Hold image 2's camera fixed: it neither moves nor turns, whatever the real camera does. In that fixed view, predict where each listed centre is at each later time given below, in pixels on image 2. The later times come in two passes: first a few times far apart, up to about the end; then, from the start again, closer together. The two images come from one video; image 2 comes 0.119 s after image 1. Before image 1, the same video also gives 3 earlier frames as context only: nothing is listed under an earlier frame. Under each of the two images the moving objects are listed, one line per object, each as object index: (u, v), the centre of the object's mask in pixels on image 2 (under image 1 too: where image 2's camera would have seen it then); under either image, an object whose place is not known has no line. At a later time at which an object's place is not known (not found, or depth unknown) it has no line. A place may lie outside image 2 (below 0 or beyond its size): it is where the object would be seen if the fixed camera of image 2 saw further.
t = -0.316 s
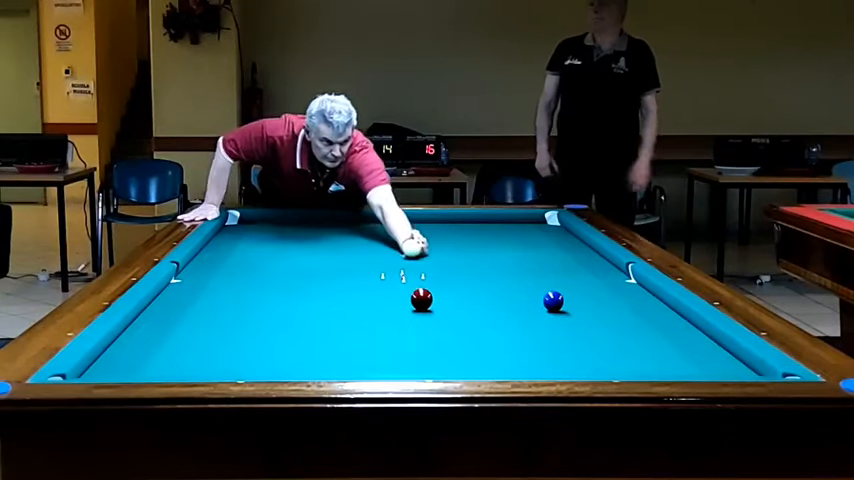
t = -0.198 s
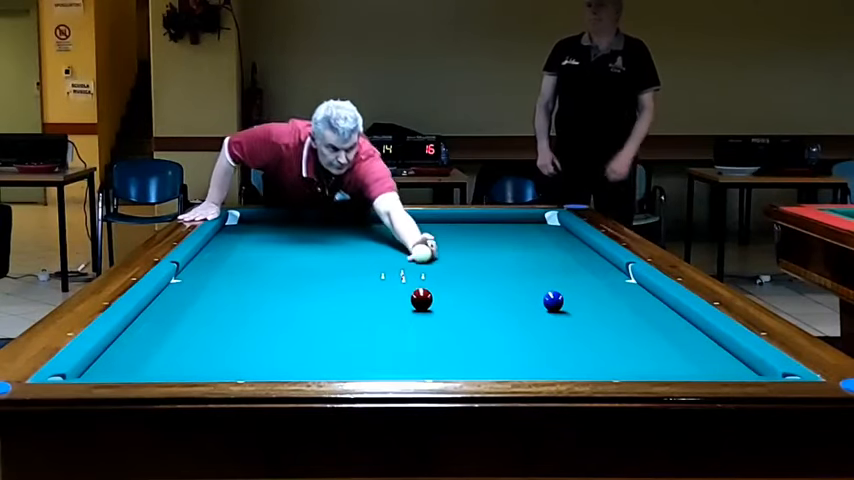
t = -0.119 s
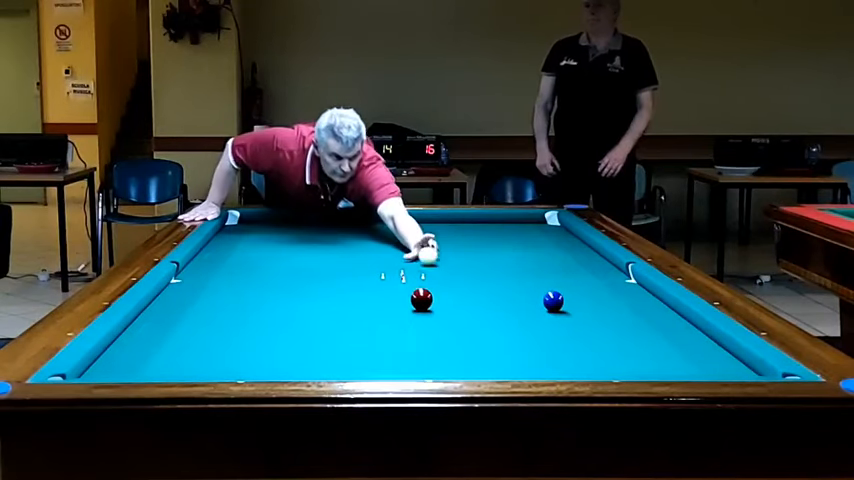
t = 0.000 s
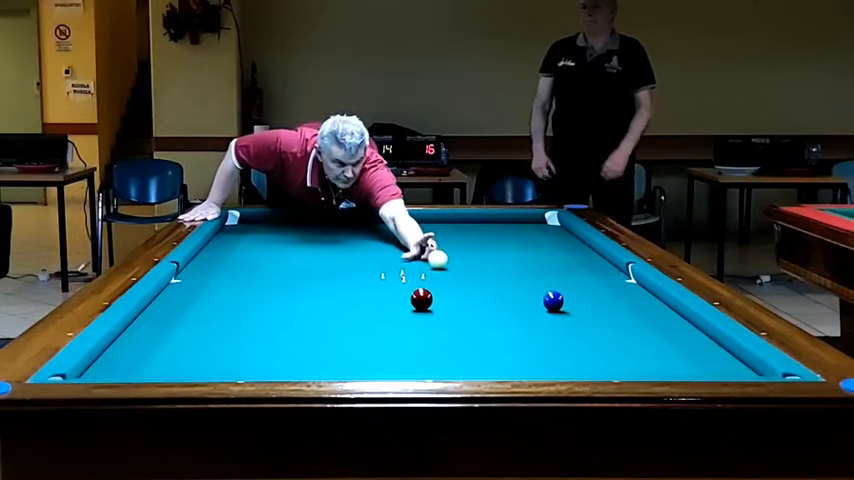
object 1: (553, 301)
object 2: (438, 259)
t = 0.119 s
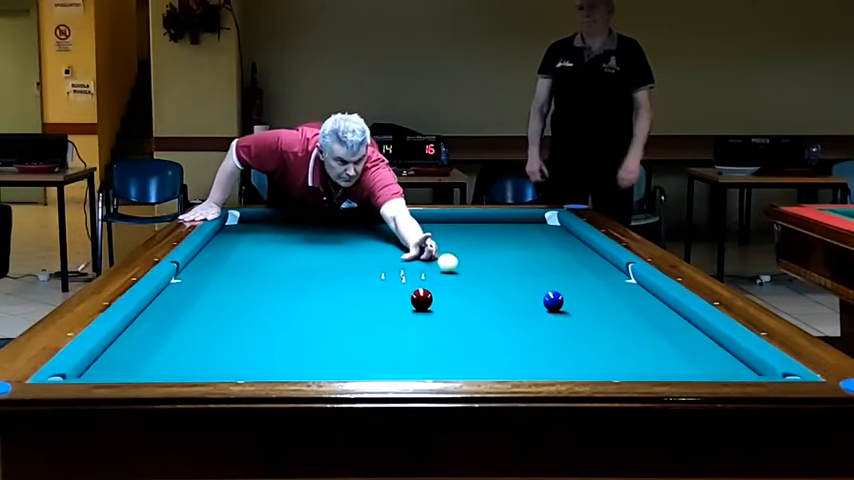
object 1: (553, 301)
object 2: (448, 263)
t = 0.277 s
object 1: (553, 301)
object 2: (461, 267)
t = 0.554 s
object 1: (553, 301)
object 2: (487, 276)
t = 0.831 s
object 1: (553, 301)
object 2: (515, 286)
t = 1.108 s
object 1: (555, 302)
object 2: (541, 294)
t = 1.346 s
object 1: (576, 310)
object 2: (554, 299)
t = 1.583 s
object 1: (596, 318)
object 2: (565, 302)
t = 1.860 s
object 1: (621, 328)
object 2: (577, 306)
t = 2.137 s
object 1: (646, 338)
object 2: (589, 309)
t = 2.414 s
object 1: (675, 349)
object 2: (600, 312)
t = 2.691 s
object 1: (703, 359)
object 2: (611, 315)
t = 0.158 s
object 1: (553, 301)
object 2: (451, 264)
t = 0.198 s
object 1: (553, 301)
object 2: (454, 265)
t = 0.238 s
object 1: (553, 301)
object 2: (458, 266)
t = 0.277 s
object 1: (553, 301)
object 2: (461, 267)
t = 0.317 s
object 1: (553, 301)
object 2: (465, 269)
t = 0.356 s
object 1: (553, 301)
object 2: (469, 270)
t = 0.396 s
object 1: (553, 301)
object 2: (472, 271)
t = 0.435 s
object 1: (553, 301)
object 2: (475, 272)
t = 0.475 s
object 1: (553, 301)
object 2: (479, 274)
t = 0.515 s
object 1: (553, 301)
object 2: (483, 275)
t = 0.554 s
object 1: (553, 301)
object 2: (487, 276)
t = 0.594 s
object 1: (553, 301)
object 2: (491, 278)
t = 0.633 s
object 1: (553, 301)
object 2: (495, 279)
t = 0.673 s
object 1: (553, 301)
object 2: (499, 280)
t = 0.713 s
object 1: (553, 301)
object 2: (503, 282)
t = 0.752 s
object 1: (553, 301)
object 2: (507, 283)
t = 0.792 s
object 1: (553, 301)
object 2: (511, 285)
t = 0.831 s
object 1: (553, 301)
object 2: (515, 286)
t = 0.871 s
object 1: (553, 301)
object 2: (519, 287)
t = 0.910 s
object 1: (553, 301)
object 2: (523, 289)
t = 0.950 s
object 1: (553, 301)
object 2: (527, 290)
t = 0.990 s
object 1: (553, 301)
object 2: (532, 292)
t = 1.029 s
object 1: (553, 301)
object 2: (535, 293)
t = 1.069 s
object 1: (553, 301)
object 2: (538, 293)
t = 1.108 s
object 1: (555, 302)
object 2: (541, 294)
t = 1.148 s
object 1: (559, 303)
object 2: (543, 295)
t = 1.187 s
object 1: (563, 305)
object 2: (546, 296)
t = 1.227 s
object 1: (566, 306)
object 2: (548, 297)
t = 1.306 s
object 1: (573, 308)
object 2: (552, 298)
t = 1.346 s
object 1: (576, 310)
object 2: (554, 299)
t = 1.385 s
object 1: (579, 311)
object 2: (556, 299)
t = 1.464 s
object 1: (587, 314)
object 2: (559, 300)
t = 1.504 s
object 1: (590, 315)
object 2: (561, 301)
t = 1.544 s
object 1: (593, 317)
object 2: (563, 301)
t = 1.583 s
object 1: (596, 318)
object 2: (565, 302)
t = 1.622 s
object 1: (600, 319)
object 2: (567, 302)
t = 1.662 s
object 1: (603, 321)
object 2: (569, 303)
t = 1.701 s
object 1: (607, 322)
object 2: (570, 303)
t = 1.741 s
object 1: (611, 323)
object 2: (572, 304)
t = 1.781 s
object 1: (614, 325)
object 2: (574, 305)
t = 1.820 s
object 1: (617, 326)
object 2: (575, 305)
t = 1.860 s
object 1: (621, 328)
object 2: (577, 306)
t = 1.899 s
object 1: (624, 329)
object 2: (578, 306)
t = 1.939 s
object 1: (627, 331)
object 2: (580, 307)
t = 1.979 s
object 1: (631, 332)
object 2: (582, 307)
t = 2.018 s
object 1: (634, 334)
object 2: (583, 308)
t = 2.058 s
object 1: (638, 335)
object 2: (585, 308)
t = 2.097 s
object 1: (642, 337)
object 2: (587, 309)
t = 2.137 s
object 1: (646, 338)
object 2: (589, 309)
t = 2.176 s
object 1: (651, 339)
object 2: (591, 310)
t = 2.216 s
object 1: (655, 341)
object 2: (592, 310)
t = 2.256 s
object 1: (659, 342)
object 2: (594, 310)
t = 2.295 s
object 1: (663, 344)
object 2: (596, 311)
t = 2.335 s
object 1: (667, 346)
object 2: (597, 311)
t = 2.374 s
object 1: (671, 347)
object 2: (599, 312)
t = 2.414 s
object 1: (675, 349)
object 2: (600, 312)
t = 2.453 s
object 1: (678, 350)
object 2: (602, 313)
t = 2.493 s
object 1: (682, 351)
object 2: (604, 313)
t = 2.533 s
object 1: (687, 353)
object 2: (605, 313)
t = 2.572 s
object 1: (690, 355)
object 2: (607, 314)
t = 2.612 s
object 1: (694, 356)
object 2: (608, 315)
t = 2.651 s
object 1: (699, 358)
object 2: (610, 315)
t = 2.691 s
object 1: (703, 359)
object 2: (611, 315)
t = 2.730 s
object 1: (707, 360)
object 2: (613, 316)
